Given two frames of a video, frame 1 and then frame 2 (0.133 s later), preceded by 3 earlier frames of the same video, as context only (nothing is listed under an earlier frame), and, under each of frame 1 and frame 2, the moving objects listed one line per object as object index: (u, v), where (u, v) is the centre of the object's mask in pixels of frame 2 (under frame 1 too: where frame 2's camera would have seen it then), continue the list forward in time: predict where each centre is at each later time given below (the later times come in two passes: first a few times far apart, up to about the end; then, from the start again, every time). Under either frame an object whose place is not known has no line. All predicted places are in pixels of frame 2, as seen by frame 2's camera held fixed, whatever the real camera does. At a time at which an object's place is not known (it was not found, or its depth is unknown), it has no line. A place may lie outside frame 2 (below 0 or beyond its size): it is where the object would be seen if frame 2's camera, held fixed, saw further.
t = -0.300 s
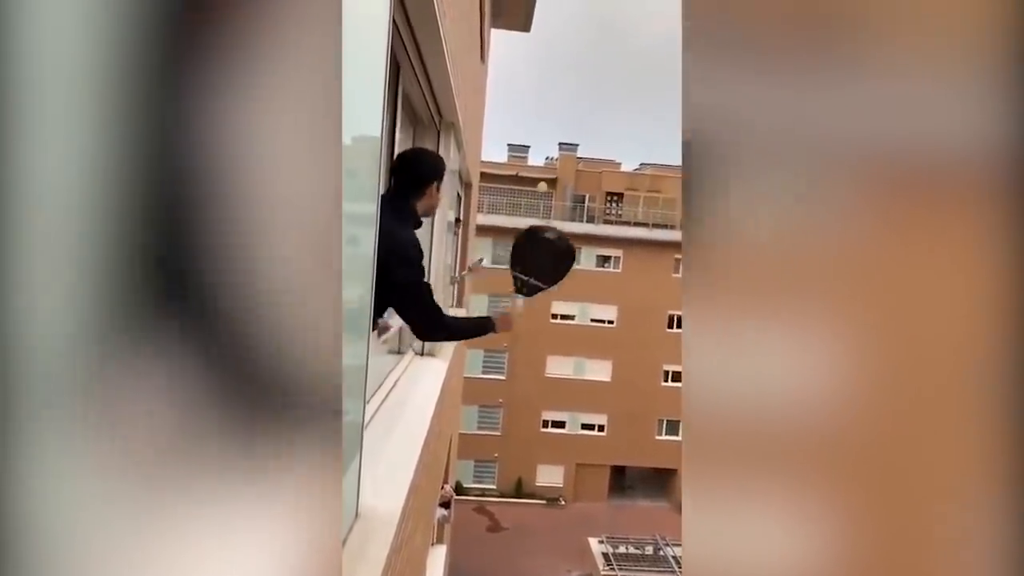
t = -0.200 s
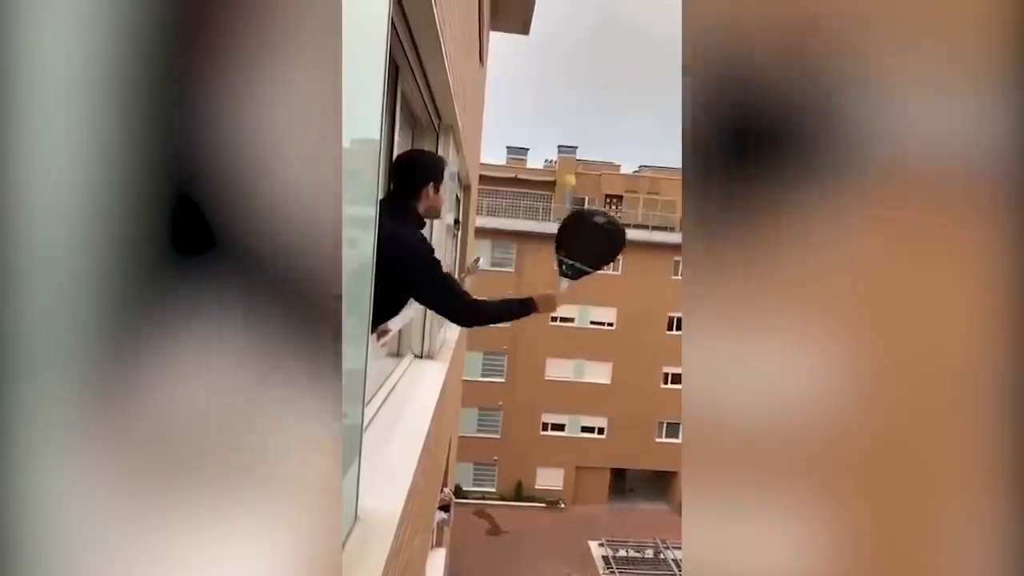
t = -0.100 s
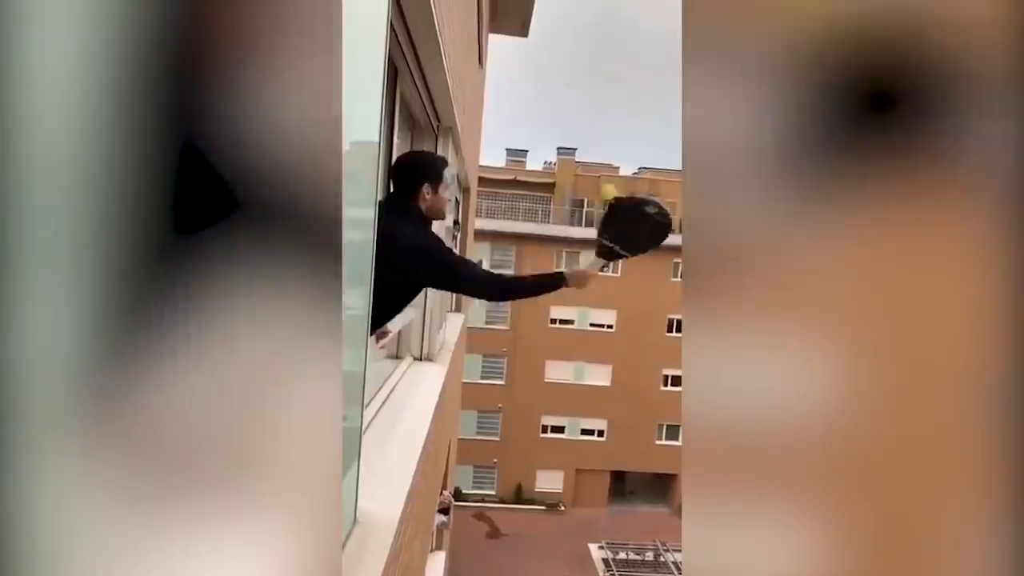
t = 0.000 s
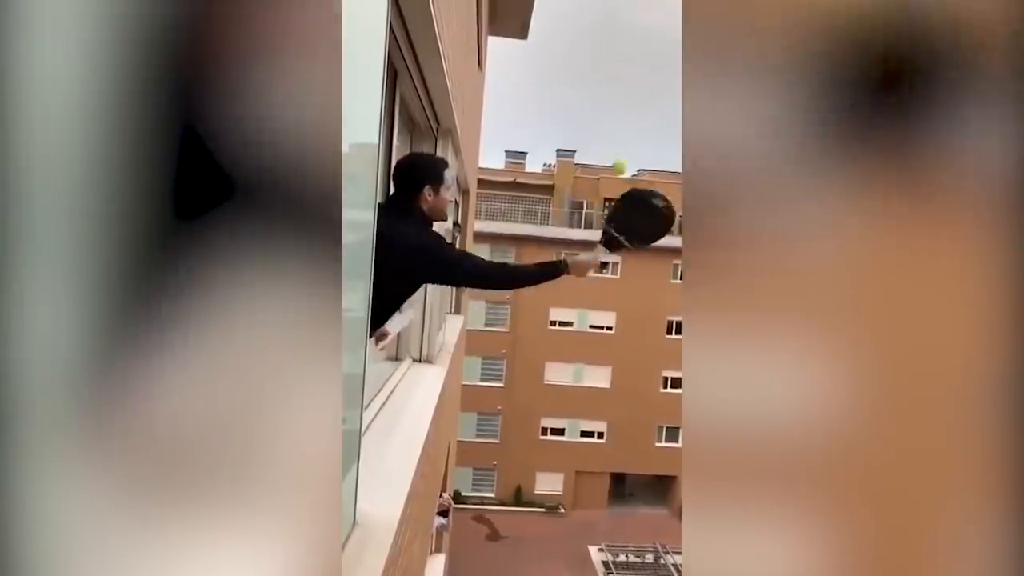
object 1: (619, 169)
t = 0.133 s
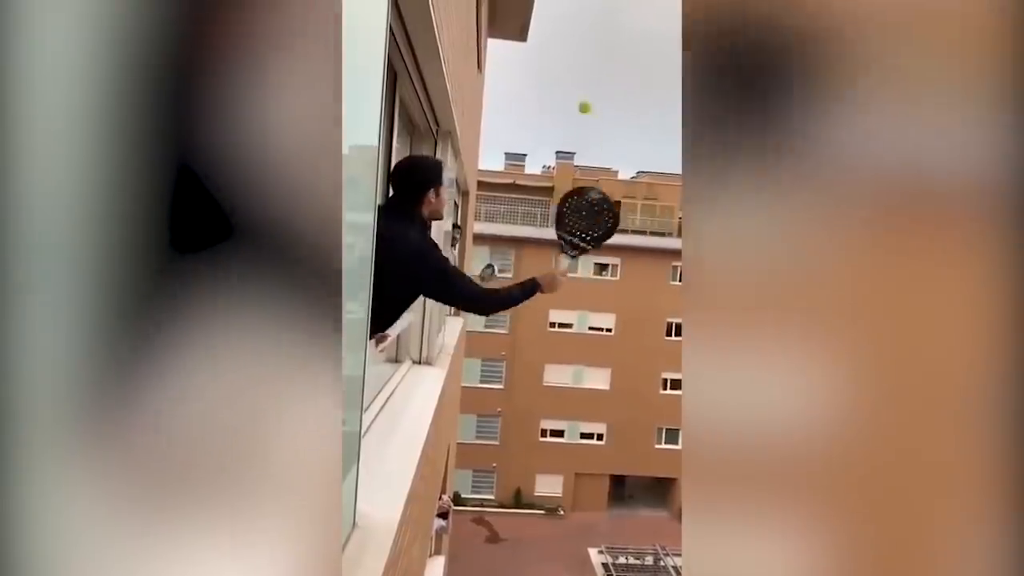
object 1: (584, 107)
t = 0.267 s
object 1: (560, 95)
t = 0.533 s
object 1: (523, 141)
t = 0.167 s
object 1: (578, 101)
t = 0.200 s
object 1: (571, 96)
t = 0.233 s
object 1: (565, 95)
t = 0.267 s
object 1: (560, 95)
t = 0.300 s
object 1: (554, 96)
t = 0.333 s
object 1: (549, 99)
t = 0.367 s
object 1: (545, 104)
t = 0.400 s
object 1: (540, 109)
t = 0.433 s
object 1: (535, 116)
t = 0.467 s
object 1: (531, 124)
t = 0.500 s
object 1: (528, 131)
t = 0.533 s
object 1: (523, 141)
